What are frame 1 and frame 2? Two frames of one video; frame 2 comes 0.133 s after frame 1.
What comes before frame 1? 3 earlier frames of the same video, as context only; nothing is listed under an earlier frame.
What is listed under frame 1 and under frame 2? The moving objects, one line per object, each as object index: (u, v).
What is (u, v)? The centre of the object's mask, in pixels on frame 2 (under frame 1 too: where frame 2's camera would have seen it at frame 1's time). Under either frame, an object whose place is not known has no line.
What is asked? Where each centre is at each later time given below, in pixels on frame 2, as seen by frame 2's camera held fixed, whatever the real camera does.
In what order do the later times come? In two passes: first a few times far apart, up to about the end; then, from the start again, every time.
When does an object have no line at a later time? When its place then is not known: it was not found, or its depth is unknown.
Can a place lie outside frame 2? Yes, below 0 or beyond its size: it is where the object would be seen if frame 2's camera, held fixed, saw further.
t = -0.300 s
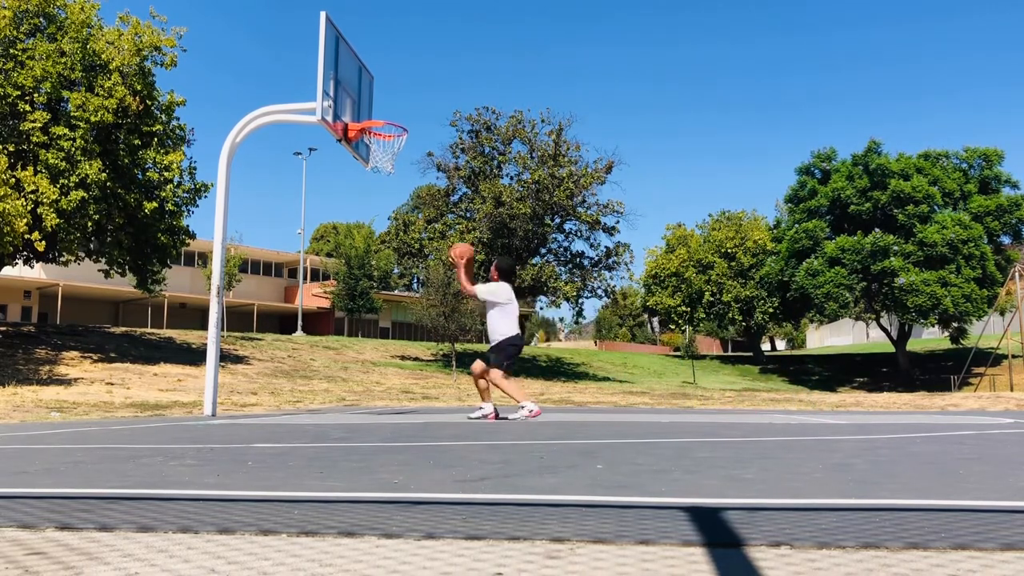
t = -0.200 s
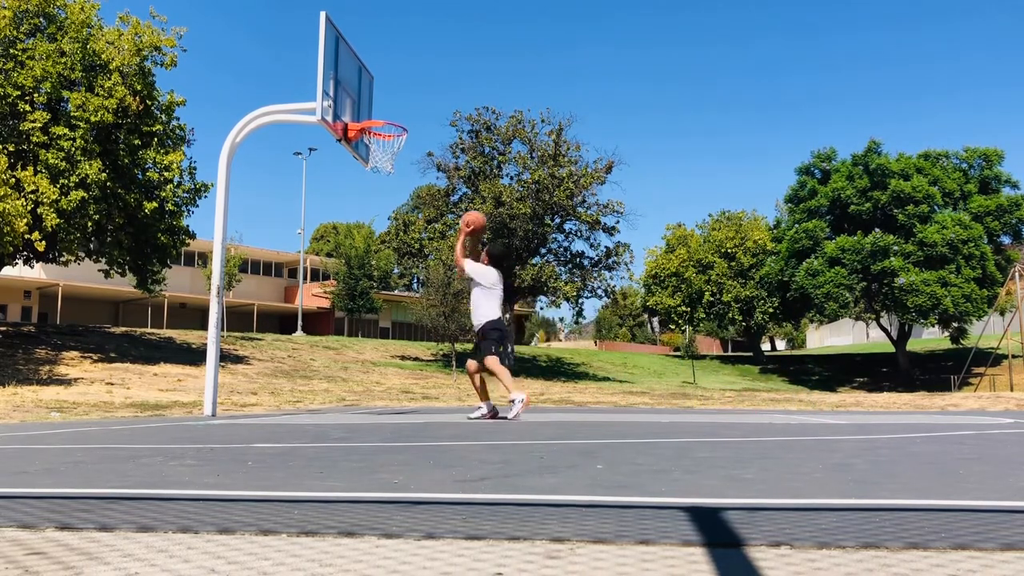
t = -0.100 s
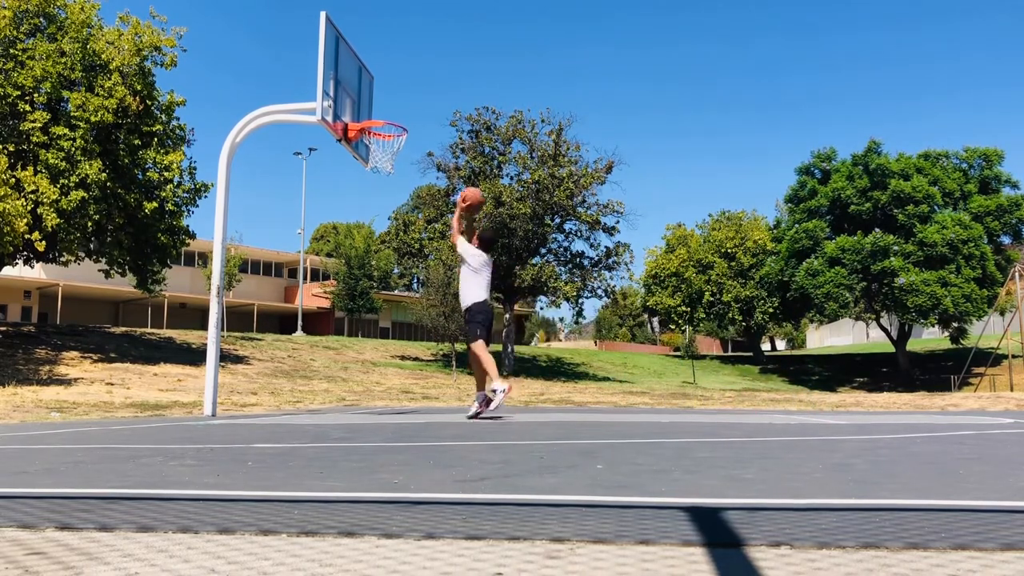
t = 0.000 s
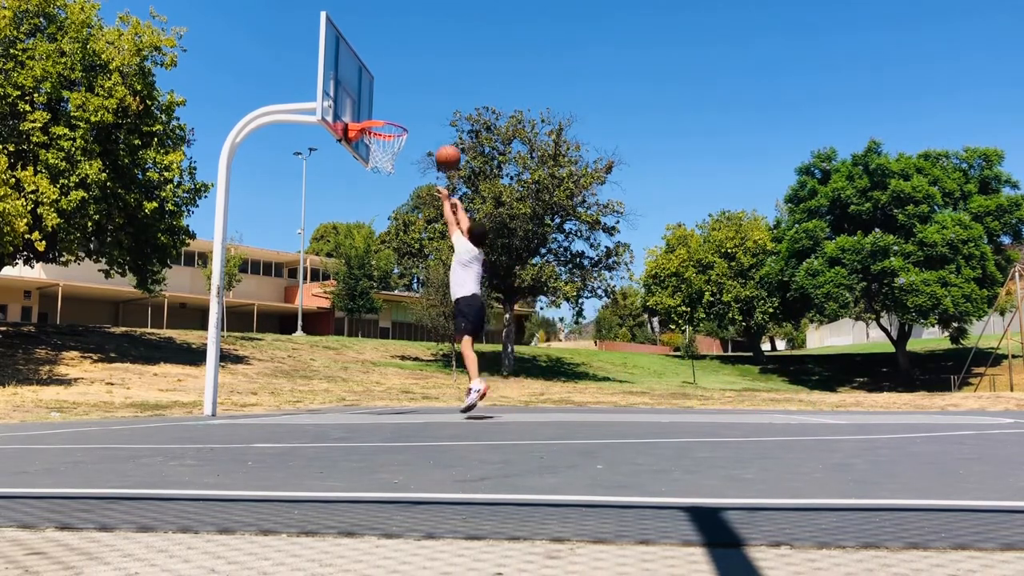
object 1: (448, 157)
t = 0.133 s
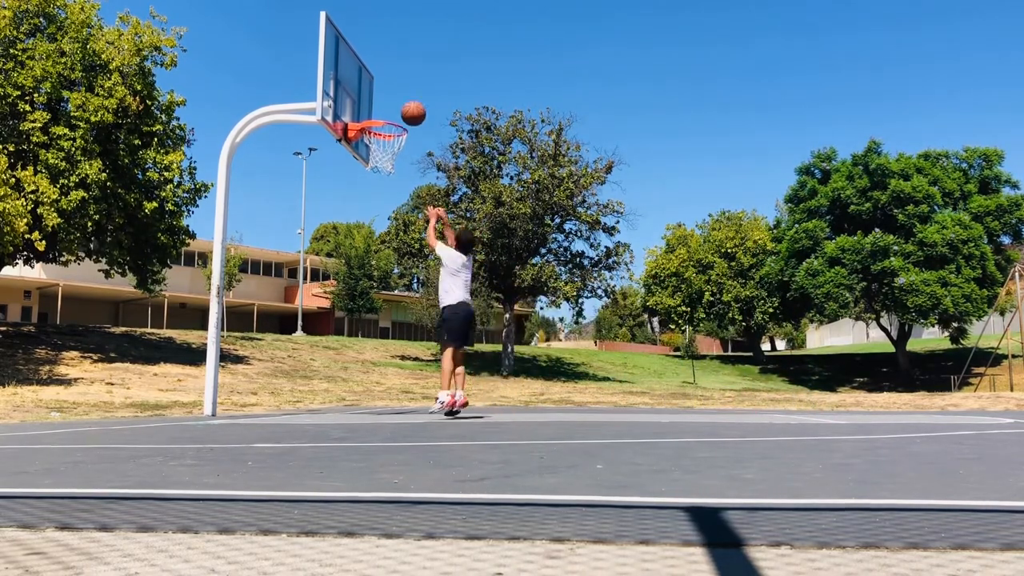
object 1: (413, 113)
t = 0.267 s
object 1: (380, 89)
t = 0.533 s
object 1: (381, 96)
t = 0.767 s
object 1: (404, 115)
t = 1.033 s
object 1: (404, 118)
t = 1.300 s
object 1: (393, 121)
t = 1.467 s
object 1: (380, 146)
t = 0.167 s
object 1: (405, 106)
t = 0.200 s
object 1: (396, 99)
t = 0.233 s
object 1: (389, 94)
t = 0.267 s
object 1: (380, 89)
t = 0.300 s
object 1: (373, 86)
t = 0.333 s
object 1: (365, 84)
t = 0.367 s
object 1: (357, 83)
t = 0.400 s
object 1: (357, 83)
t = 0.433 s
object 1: (363, 85)
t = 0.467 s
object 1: (369, 88)
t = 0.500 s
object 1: (375, 91)
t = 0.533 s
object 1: (381, 96)
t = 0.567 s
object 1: (387, 102)
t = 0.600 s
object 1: (393, 108)
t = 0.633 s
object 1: (399, 115)
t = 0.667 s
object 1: (404, 122)
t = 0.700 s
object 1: (404, 119)
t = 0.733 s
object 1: (404, 116)
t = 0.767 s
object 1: (404, 115)
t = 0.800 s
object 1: (404, 115)
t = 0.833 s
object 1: (404, 116)
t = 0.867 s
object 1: (404, 117)
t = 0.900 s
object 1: (404, 117)
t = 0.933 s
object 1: (404, 117)
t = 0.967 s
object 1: (404, 118)
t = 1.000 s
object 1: (404, 117)
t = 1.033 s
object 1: (404, 118)
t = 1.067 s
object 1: (403, 118)
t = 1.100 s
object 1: (403, 118)
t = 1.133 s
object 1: (402, 117)
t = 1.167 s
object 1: (401, 117)
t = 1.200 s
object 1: (400, 117)
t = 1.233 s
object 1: (397, 118)
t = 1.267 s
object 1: (395, 119)
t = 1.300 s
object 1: (393, 121)
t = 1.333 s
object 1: (391, 124)
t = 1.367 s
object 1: (388, 129)
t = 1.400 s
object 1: (385, 136)
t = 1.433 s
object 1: (383, 139)
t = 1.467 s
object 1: (380, 146)
